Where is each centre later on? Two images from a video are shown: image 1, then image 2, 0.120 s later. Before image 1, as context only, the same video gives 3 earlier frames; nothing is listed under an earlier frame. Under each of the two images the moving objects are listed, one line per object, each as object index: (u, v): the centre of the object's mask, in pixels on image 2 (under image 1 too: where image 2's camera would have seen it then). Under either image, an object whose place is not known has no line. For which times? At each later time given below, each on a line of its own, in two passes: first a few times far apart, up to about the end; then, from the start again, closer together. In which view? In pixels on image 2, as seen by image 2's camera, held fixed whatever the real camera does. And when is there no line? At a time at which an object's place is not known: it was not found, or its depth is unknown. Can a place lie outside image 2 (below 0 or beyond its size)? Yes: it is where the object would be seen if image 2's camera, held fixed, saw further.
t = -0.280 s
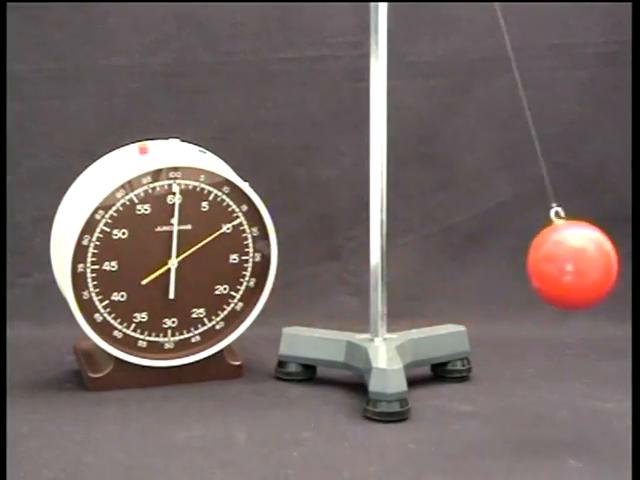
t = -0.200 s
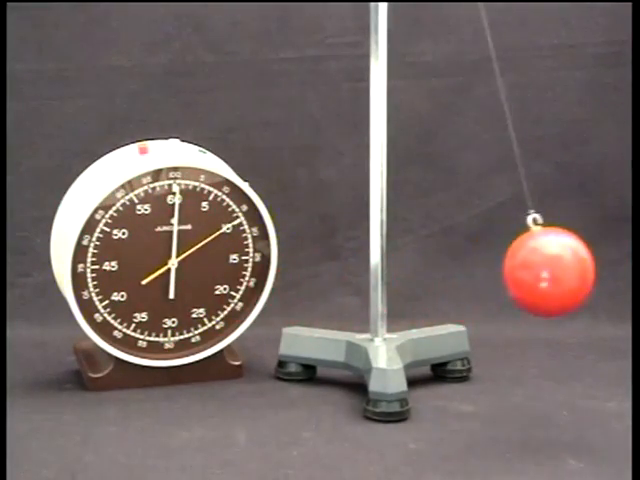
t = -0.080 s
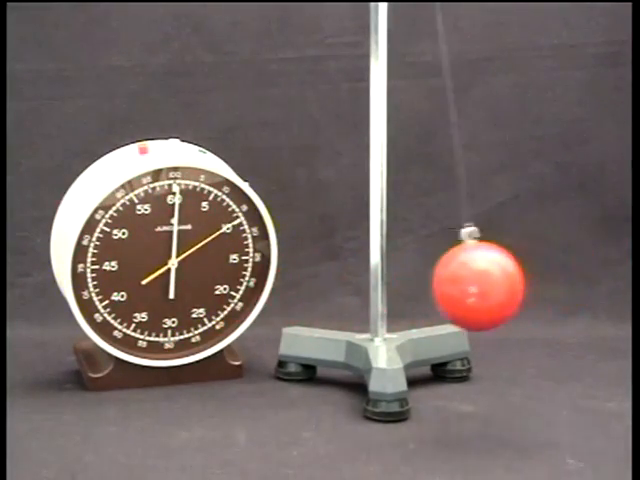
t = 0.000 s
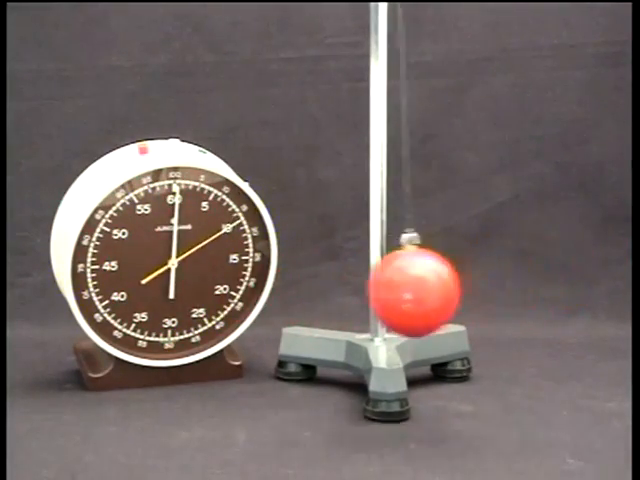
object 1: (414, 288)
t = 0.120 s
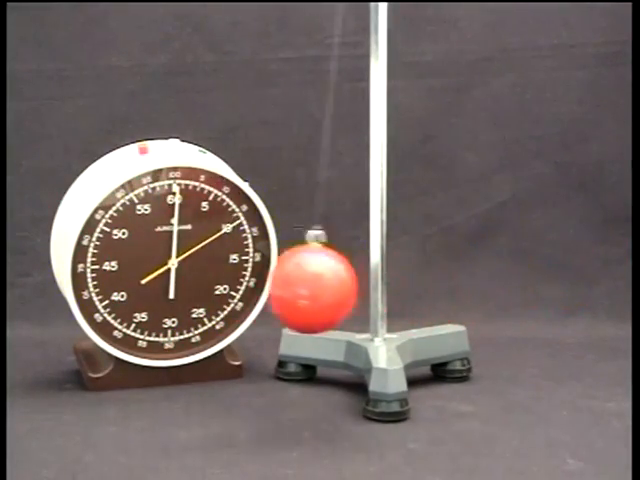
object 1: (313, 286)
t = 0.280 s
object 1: (204, 265)
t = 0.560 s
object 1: (197, 264)
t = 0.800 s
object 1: (365, 289)
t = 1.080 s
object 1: (555, 267)
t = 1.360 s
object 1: (521, 276)
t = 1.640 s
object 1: (304, 285)
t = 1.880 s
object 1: (176, 259)
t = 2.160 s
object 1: (249, 276)
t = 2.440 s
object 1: (471, 284)
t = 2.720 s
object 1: (570, 264)
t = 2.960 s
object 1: (459, 286)
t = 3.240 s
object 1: (239, 275)
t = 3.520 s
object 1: (182, 259)
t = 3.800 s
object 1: (350, 287)
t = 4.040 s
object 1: (527, 273)
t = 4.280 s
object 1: (559, 267)
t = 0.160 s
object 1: (280, 282)
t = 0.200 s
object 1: (251, 277)
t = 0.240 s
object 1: (224, 273)
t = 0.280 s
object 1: (204, 265)
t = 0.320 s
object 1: (188, 260)
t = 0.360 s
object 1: (176, 259)
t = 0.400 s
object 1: (169, 257)
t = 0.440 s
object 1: (168, 256)
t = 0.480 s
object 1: (172, 258)
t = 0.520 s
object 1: (183, 258)
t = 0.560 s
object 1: (197, 264)
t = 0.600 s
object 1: (217, 270)
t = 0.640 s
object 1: (241, 273)
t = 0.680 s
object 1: (269, 279)
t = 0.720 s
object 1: (299, 283)
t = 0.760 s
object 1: (330, 286)
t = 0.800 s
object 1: (365, 289)
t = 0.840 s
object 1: (399, 288)
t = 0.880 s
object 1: (432, 286)
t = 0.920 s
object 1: (463, 284)
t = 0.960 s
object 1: (492, 280)
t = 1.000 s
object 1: (518, 276)
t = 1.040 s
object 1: (539, 271)
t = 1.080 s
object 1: (555, 267)
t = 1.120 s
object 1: (567, 264)
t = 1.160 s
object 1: (572, 263)
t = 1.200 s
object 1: (573, 263)
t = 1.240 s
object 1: (568, 264)
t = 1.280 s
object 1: (558, 267)
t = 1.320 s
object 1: (542, 271)
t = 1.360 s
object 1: (521, 276)
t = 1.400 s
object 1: (497, 280)
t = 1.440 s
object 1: (469, 284)
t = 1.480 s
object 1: (437, 287)
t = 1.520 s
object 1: (404, 289)
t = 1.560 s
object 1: (370, 290)
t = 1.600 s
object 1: (335, 288)
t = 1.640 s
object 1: (304, 285)
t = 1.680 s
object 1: (273, 281)
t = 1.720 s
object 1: (245, 275)
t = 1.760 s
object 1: (221, 270)
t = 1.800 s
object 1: (200, 266)
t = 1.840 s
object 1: (186, 260)
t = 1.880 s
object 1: (176, 259)
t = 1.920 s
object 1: (171, 257)
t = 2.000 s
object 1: (178, 257)
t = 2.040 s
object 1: (188, 260)
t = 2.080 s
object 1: (204, 266)
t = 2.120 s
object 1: (223, 271)
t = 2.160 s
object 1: (249, 276)
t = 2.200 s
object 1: (278, 281)
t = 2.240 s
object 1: (309, 285)
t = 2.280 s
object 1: (340, 288)
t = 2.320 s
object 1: (375, 290)
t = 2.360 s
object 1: (408, 288)
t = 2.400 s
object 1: (441, 286)
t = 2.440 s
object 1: (471, 284)
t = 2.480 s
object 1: (499, 280)
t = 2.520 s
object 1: (523, 275)
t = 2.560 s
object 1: (543, 271)
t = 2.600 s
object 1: (557, 268)
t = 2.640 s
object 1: (567, 265)
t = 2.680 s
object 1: (571, 264)
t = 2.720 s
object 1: (570, 264)
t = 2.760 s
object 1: (564, 267)
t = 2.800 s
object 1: (552, 269)
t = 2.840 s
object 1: (535, 273)
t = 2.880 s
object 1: (513, 278)
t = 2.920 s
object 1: (488, 282)
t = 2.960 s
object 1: (459, 286)
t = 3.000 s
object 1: (428, 289)
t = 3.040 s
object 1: (394, 290)
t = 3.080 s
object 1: (360, 289)
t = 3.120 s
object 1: (327, 288)
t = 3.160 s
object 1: (296, 284)
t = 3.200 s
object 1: (266, 281)
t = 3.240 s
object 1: (239, 275)
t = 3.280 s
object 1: (217, 269)
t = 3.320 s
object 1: (198, 264)
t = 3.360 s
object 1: (185, 260)
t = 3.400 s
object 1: (176, 257)
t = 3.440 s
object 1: (173, 256)
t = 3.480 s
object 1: (175, 257)
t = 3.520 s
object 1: (182, 259)
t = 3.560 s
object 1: (194, 262)
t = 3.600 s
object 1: (212, 267)
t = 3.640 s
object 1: (232, 271)
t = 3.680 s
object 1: (258, 277)
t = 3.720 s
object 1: (288, 281)
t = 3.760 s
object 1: (318, 285)
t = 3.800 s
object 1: (350, 287)
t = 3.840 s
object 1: (384, 289)
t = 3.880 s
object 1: (417, 287)
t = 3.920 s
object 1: (448, 285)
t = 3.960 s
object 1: (478, 282)
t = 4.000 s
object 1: (505, 278)
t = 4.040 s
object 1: (527, 273)
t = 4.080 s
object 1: (545, 270)
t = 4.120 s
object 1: (558, 266)
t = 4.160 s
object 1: (566, 264)
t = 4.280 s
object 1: (559, 267)
